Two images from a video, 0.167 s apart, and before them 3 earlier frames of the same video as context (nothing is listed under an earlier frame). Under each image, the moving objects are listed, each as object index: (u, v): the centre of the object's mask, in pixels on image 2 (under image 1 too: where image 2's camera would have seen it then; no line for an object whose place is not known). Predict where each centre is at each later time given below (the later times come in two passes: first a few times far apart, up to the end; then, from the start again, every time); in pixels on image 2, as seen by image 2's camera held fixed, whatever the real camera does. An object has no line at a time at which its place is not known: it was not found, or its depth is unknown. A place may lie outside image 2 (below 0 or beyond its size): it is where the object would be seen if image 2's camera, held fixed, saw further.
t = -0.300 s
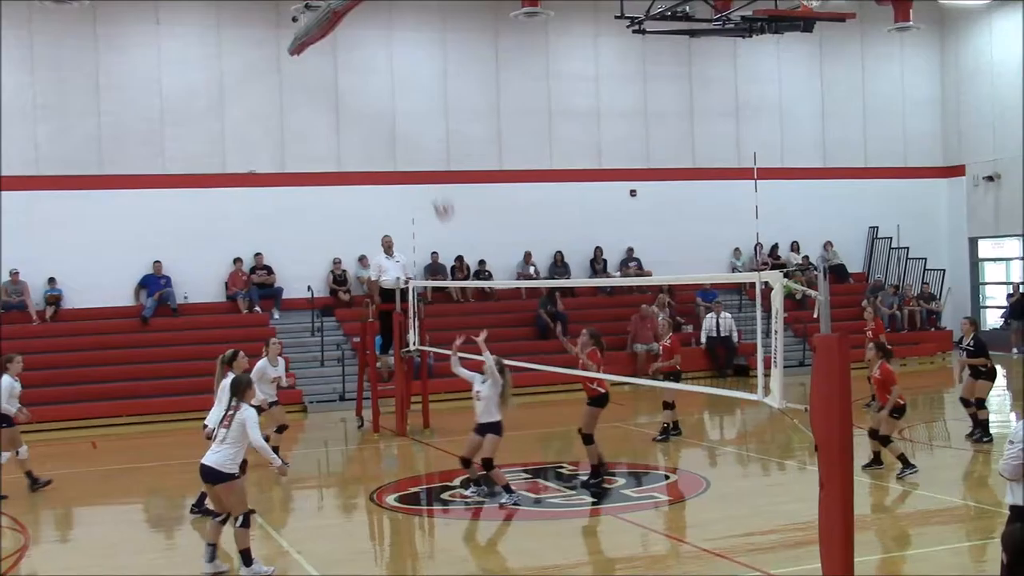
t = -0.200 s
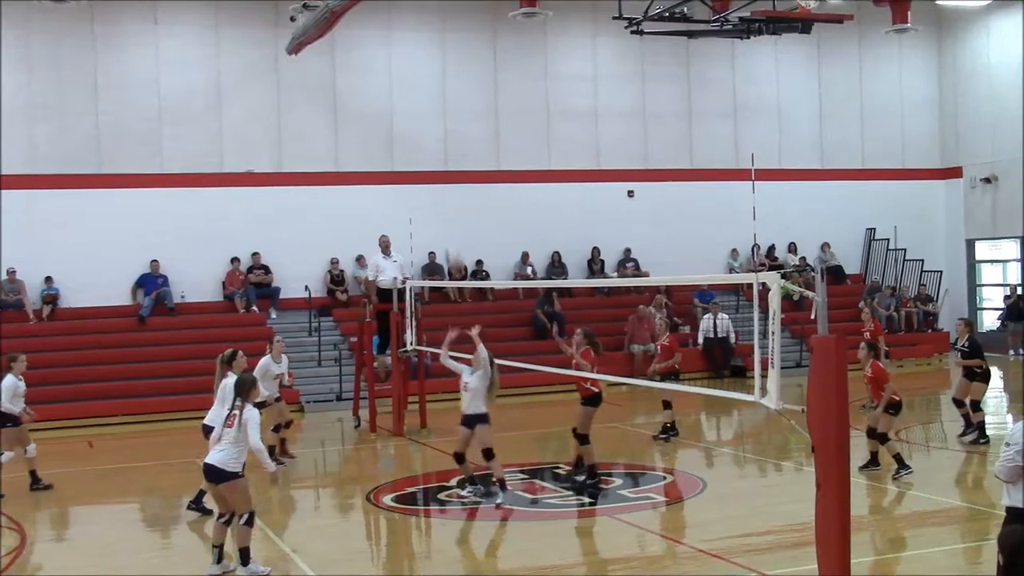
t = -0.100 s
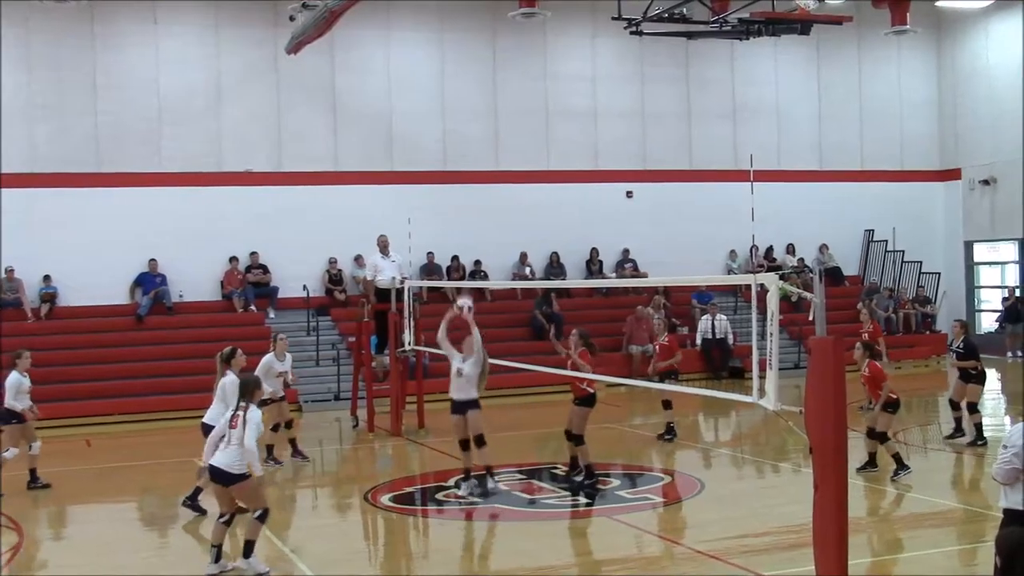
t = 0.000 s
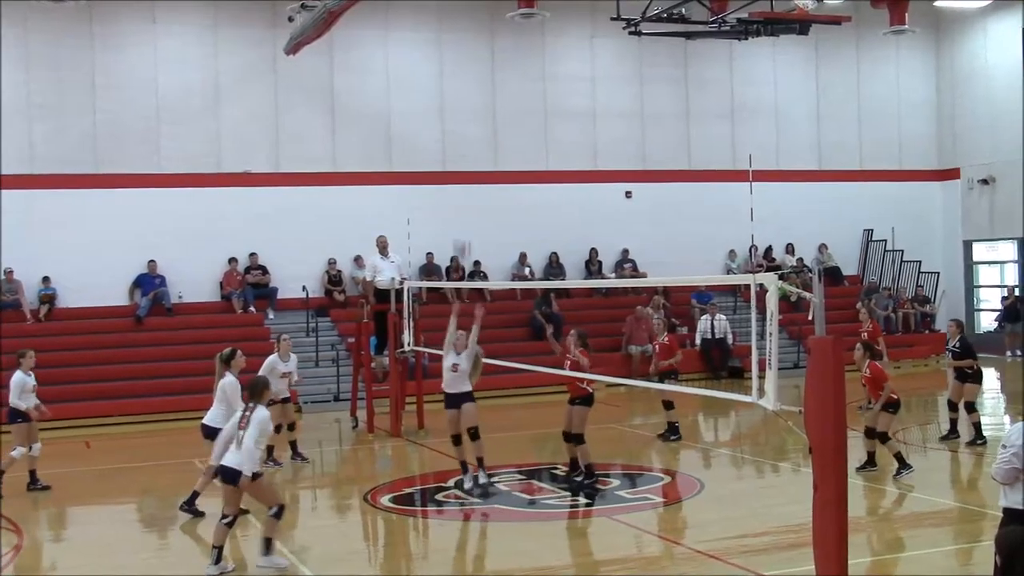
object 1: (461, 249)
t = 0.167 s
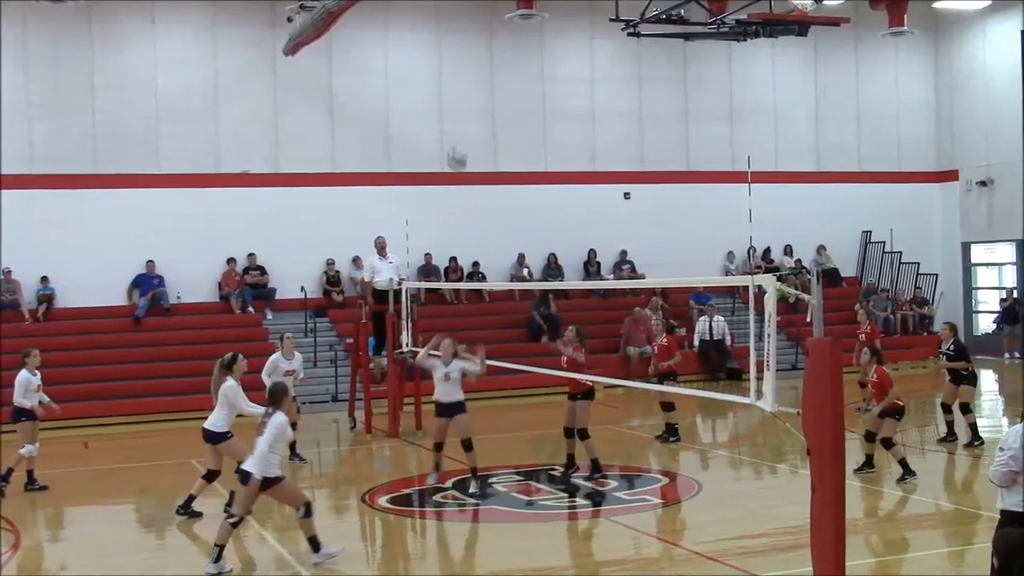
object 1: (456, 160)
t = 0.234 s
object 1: (456, 131)
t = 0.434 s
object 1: (451, 69)
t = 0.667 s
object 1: (447, 46)
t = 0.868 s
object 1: (444, 71)
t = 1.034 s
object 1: (442, 125)
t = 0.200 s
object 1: (456, 145)
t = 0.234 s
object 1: (456, 131)
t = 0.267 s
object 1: (455, 118)
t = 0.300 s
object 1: (455, 105)
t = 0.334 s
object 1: (454, 95)
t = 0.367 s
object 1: (453, 86)
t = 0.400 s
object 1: (452, 77)
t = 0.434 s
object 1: (451, 69)
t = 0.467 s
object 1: (451, 62)
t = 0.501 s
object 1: (450, 57)
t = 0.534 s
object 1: (448, 53)
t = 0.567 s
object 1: (448, 49)
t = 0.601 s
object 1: (448, 47)
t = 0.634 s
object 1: (447, 46)
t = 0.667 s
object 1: (447, 46)
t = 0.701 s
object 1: (446, 47)
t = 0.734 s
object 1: (445, 49)
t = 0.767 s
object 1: (445, 51)
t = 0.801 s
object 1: (444, 58)
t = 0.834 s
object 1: (444, 64)
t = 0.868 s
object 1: (444, 71)
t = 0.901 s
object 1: (444, 79)
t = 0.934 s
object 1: (444, 88)
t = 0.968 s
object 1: (444, 99)
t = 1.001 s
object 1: (443, 112)
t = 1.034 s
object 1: (442, 125)
